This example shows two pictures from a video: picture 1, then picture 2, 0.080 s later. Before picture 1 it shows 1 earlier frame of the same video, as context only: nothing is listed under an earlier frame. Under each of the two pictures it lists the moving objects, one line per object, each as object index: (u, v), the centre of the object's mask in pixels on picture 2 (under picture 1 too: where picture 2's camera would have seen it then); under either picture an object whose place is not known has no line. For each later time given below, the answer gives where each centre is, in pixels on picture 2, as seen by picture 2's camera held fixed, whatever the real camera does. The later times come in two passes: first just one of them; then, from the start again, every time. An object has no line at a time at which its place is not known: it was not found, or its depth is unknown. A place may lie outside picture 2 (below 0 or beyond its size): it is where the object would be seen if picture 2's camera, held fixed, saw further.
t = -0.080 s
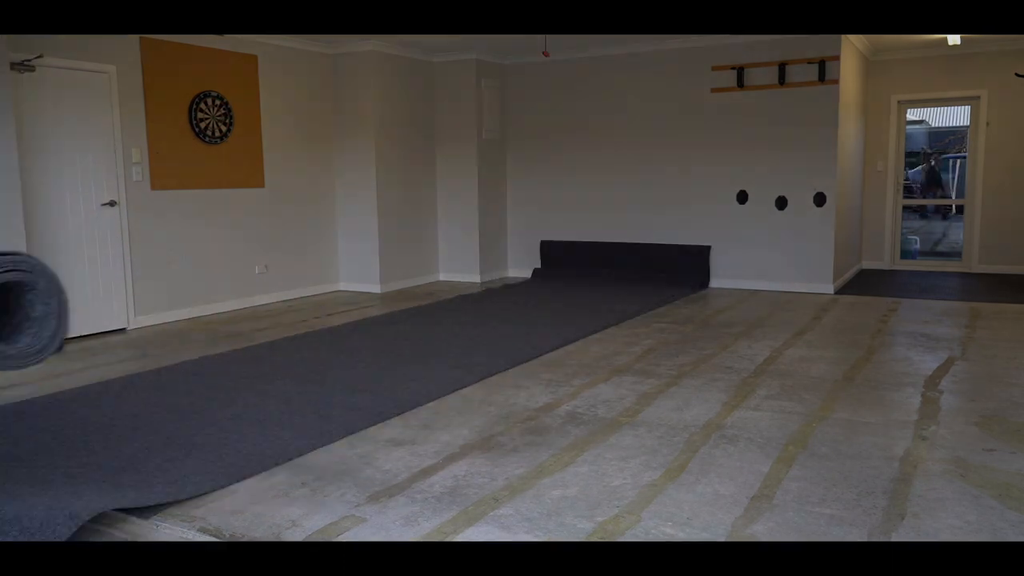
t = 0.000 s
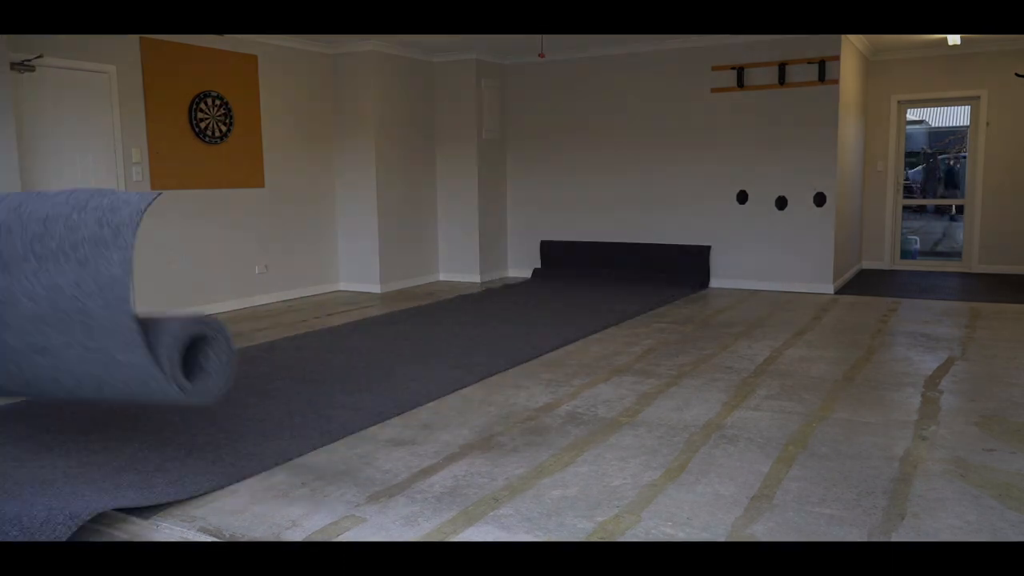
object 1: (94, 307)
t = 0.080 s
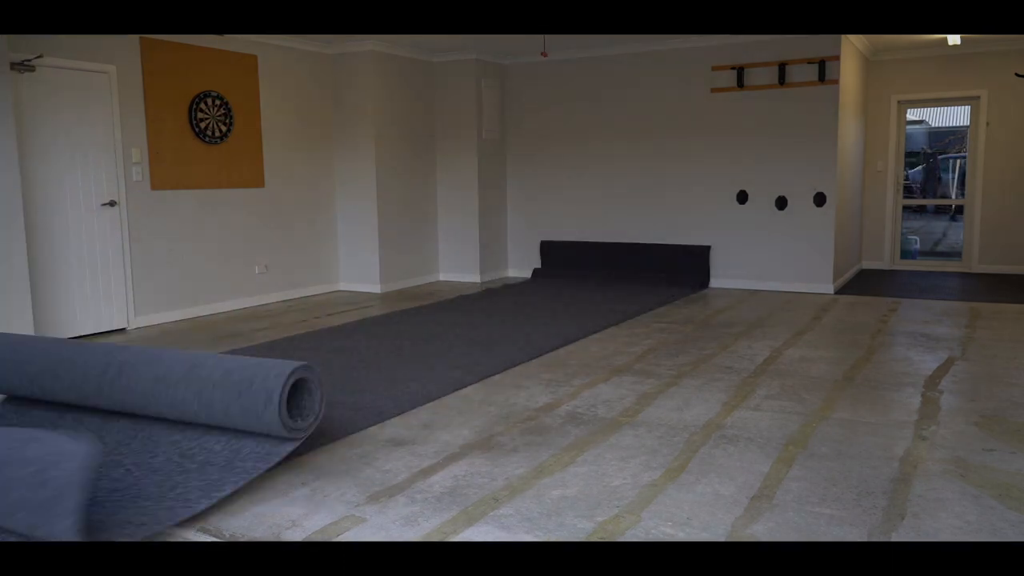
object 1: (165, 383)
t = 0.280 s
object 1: (281, 377)
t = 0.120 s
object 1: (187, 412)
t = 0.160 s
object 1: (211, 384)
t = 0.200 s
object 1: (240, 389)
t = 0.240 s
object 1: (262, 384)
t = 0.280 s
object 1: (281, 377)
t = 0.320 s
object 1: (299, 373)
